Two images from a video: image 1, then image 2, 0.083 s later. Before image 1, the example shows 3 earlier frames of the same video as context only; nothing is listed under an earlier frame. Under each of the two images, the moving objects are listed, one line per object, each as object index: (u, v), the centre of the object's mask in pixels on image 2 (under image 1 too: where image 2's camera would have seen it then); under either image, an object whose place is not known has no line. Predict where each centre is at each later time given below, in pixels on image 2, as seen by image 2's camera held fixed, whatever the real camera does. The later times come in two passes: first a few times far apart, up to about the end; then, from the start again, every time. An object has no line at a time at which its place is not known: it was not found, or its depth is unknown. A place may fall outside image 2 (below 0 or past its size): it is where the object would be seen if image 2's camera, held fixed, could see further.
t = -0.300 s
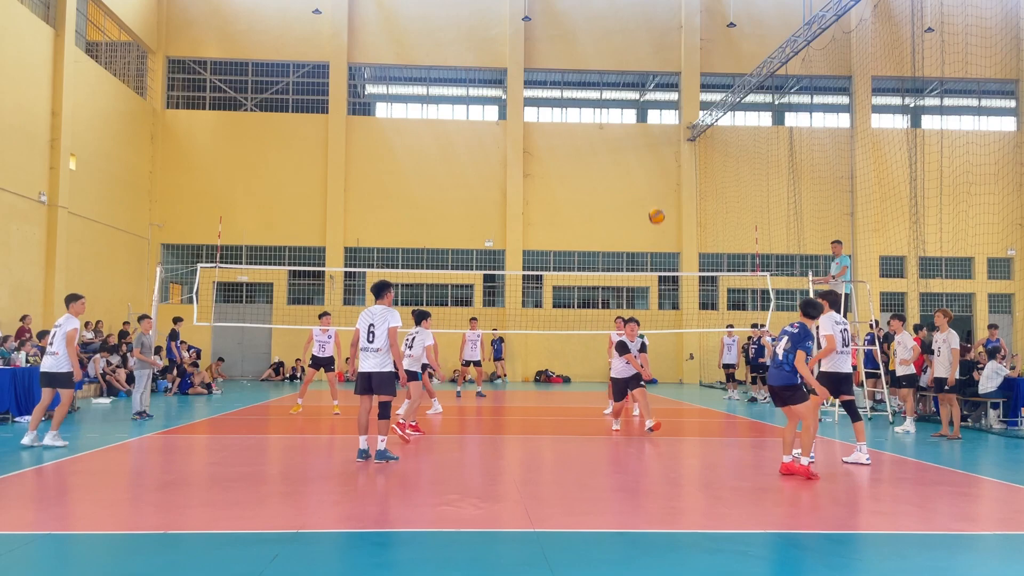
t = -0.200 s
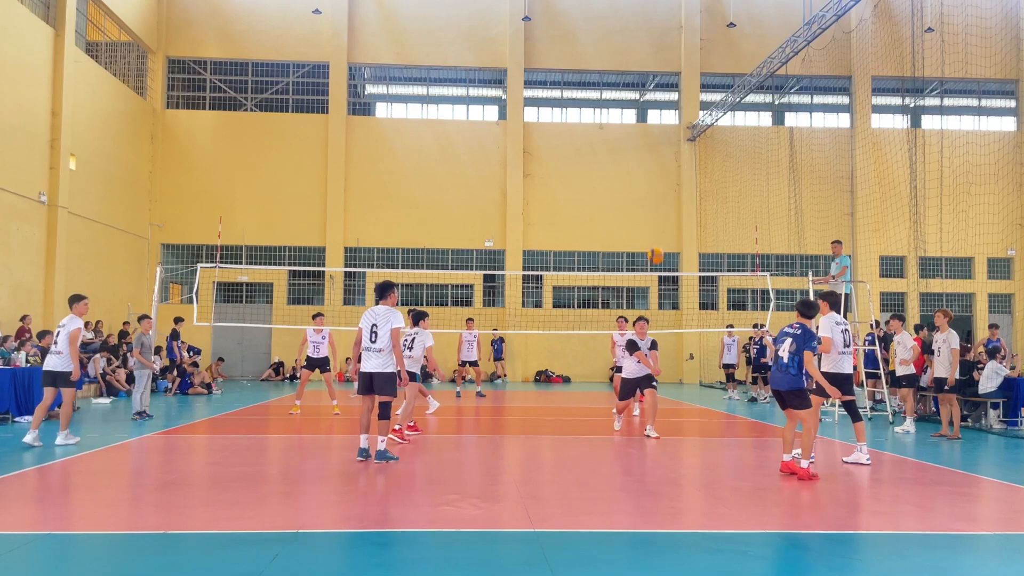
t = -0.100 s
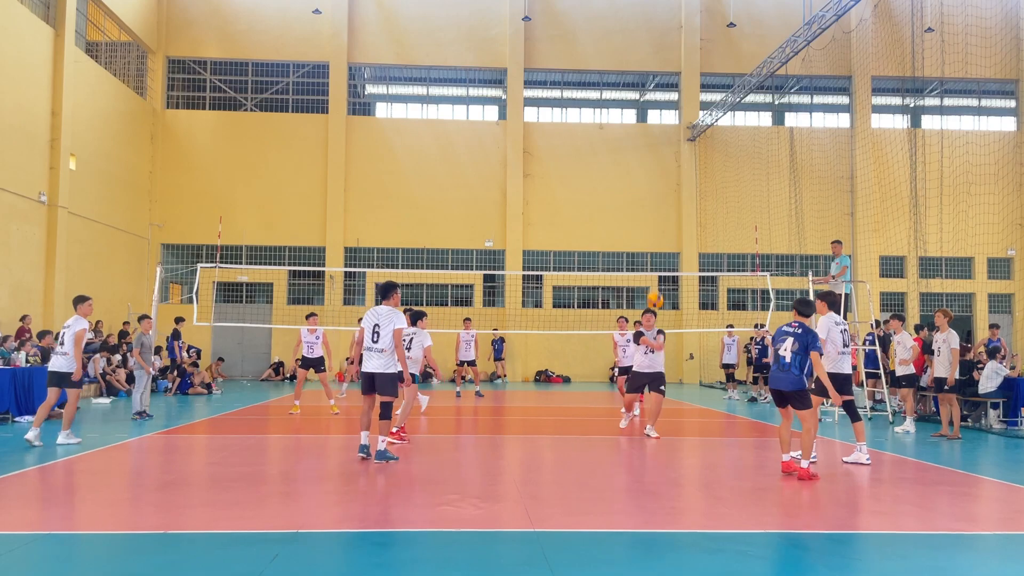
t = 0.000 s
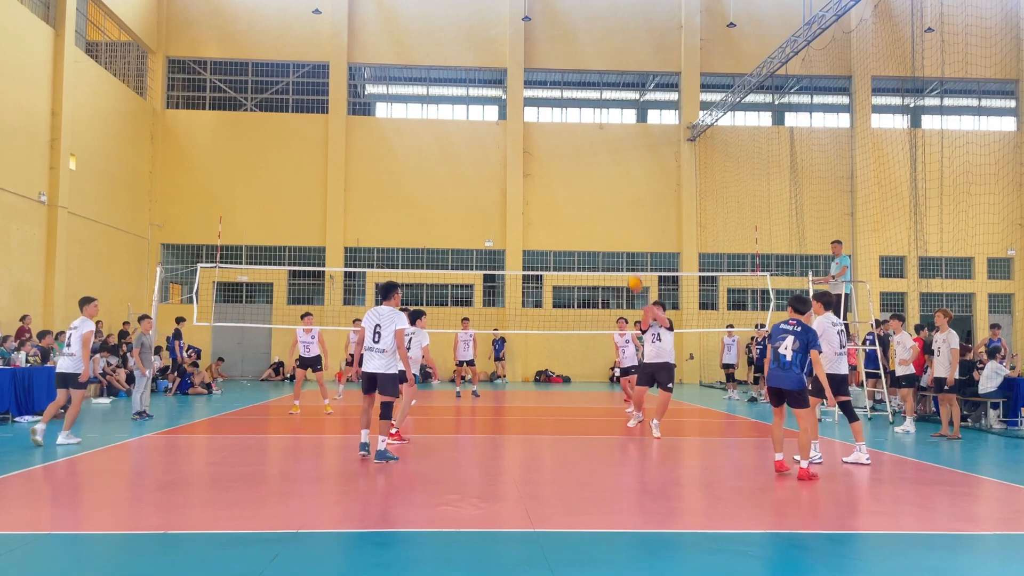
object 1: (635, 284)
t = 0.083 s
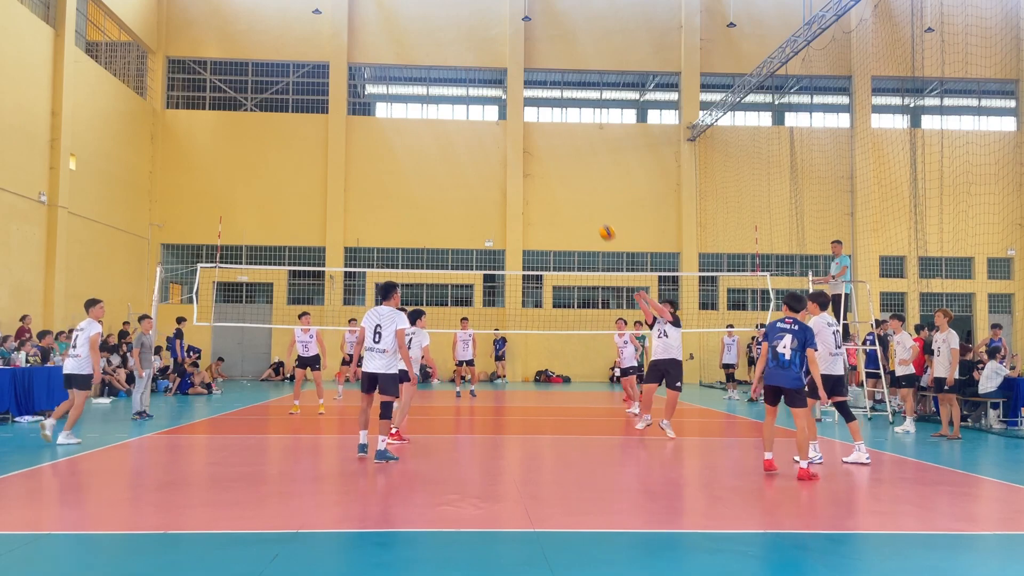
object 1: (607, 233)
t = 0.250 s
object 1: (555, 152)
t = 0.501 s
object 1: (483, 75)
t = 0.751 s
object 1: (415, 48)
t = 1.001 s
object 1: (353, 65)
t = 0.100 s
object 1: (601, 224)
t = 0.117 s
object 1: (596, 215)
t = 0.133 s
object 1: (591, 206)
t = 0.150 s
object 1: (585, 197)
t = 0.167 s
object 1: (580, 189)
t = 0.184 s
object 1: (575, 181)
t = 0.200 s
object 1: (570, 173)
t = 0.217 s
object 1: (565, 166)
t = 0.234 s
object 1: (560, 159)
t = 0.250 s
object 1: (555, 152)
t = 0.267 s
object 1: (550, 145)
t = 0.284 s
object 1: (545, 138)
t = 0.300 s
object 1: (540, 132)
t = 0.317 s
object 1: (535, 127)
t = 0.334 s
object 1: (530, 121)
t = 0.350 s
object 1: (525, 115)
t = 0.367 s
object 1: (520, 110)
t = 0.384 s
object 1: (515, 105)
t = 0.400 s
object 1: (511, 100)
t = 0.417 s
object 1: (506, 96)
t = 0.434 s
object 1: (501, 91)
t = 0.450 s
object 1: (497, 87)
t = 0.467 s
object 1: (493, 83)
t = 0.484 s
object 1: (488, 79)
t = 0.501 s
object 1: (483, 75)
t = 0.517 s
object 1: (478, 72)
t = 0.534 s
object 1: (473, 69)
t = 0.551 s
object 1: (469, 66)
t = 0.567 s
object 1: (464, 64)
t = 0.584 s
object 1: (460, 62)
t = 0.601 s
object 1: (456, 59)
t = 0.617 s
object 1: (450, 58)
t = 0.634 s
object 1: (446, 56)
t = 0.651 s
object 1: (442, 54)
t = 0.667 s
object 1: (437, 53)
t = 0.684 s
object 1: (433, 52)
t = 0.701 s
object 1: (428, 51)
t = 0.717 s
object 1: (424, 50)
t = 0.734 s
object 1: (420, 49)
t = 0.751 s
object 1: (415, 48)
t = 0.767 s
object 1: (411, 48)
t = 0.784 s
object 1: (407, 49)
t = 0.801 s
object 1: (402, 49)
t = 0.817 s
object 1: (398, 49)
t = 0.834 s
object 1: (394, 49)
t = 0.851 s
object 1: (390, 50)
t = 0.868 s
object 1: (385, 51)
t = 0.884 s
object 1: (381, 52)
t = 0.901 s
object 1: (377, 54)
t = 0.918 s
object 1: (373, 55)
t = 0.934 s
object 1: (369, 57)
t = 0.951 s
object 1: (365, 58)
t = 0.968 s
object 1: (361, 60)
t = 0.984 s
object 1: (357, 62)
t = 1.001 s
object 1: (353, 65)
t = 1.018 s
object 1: (349, 68)
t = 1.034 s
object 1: (345, 70)
